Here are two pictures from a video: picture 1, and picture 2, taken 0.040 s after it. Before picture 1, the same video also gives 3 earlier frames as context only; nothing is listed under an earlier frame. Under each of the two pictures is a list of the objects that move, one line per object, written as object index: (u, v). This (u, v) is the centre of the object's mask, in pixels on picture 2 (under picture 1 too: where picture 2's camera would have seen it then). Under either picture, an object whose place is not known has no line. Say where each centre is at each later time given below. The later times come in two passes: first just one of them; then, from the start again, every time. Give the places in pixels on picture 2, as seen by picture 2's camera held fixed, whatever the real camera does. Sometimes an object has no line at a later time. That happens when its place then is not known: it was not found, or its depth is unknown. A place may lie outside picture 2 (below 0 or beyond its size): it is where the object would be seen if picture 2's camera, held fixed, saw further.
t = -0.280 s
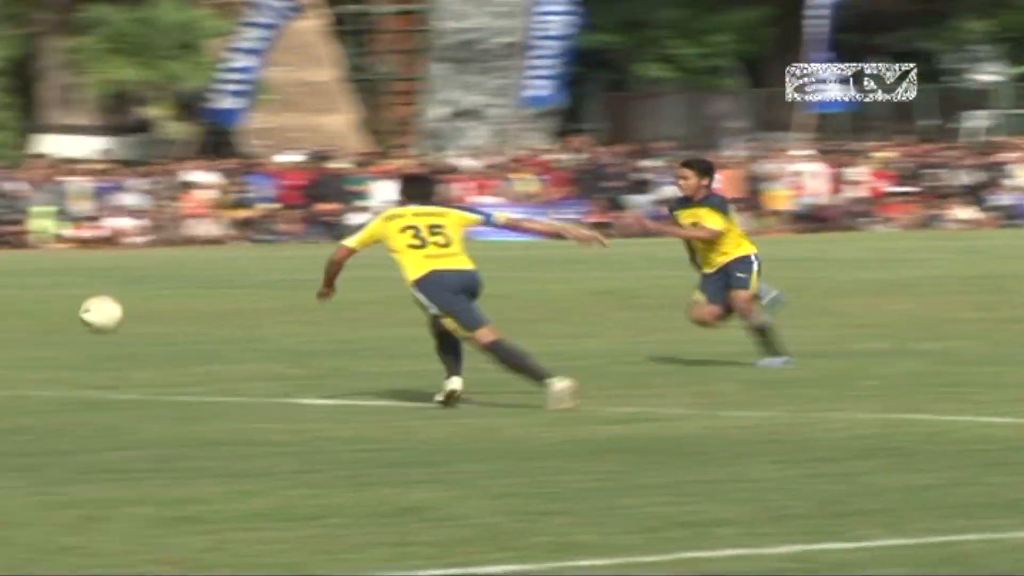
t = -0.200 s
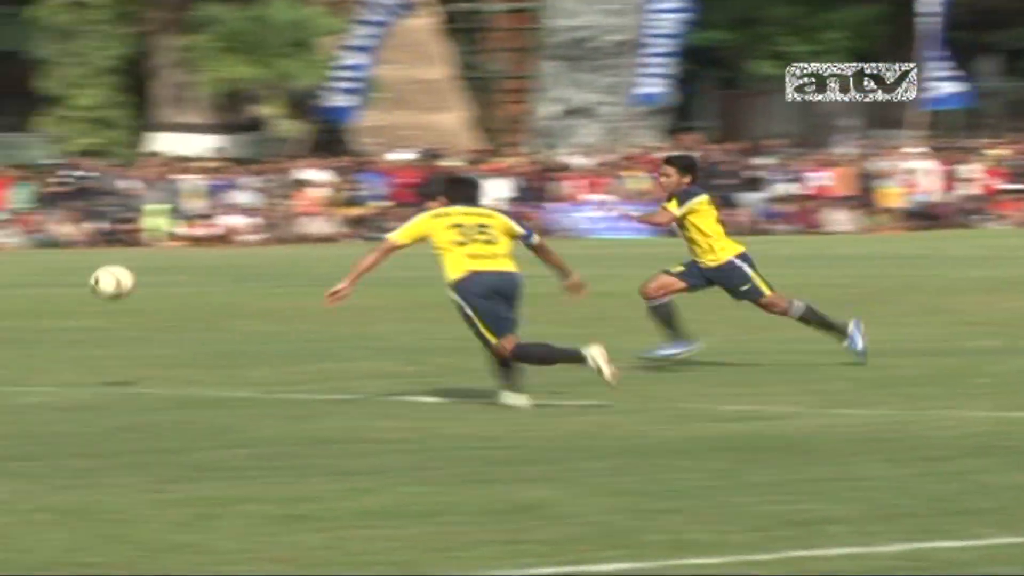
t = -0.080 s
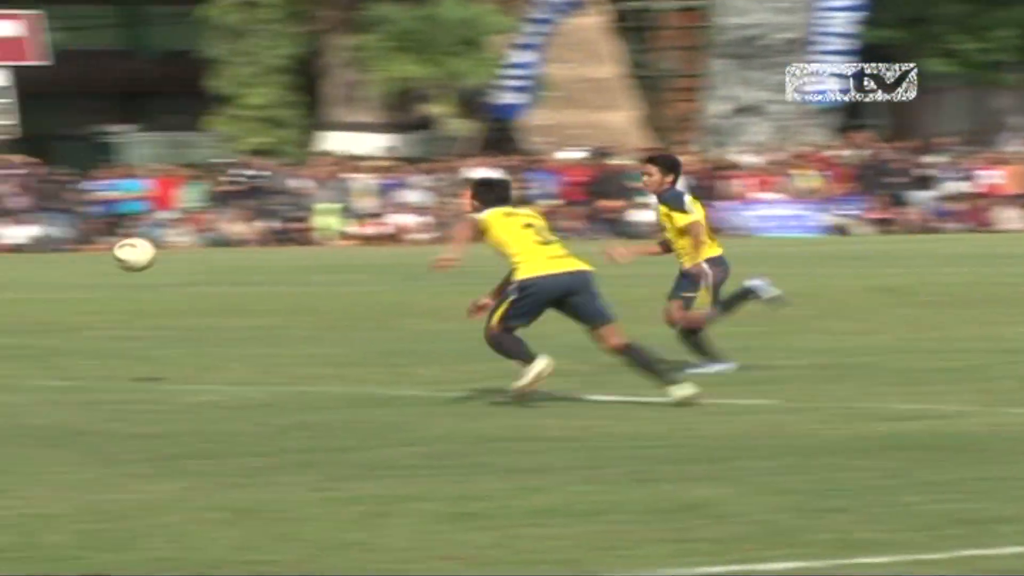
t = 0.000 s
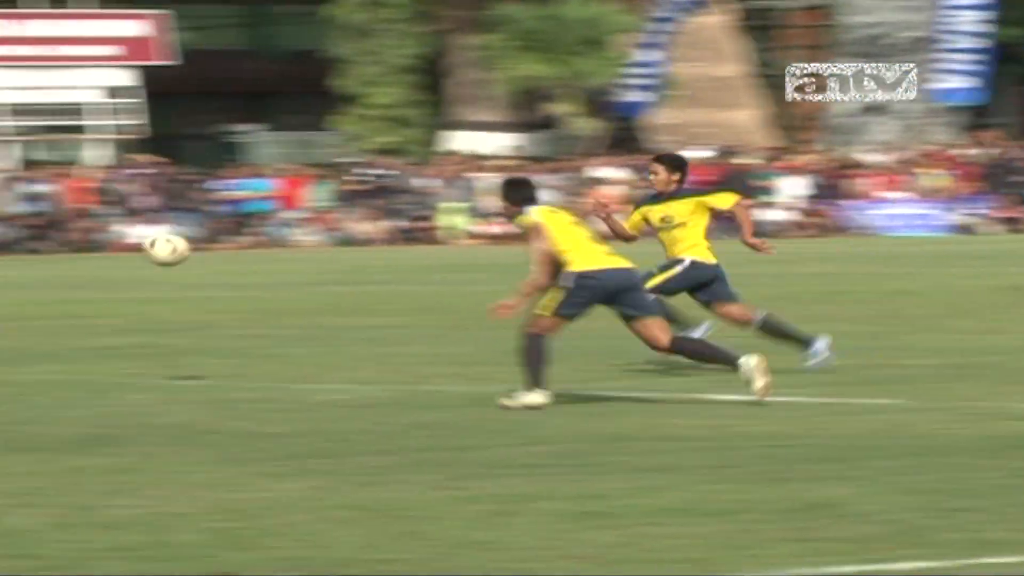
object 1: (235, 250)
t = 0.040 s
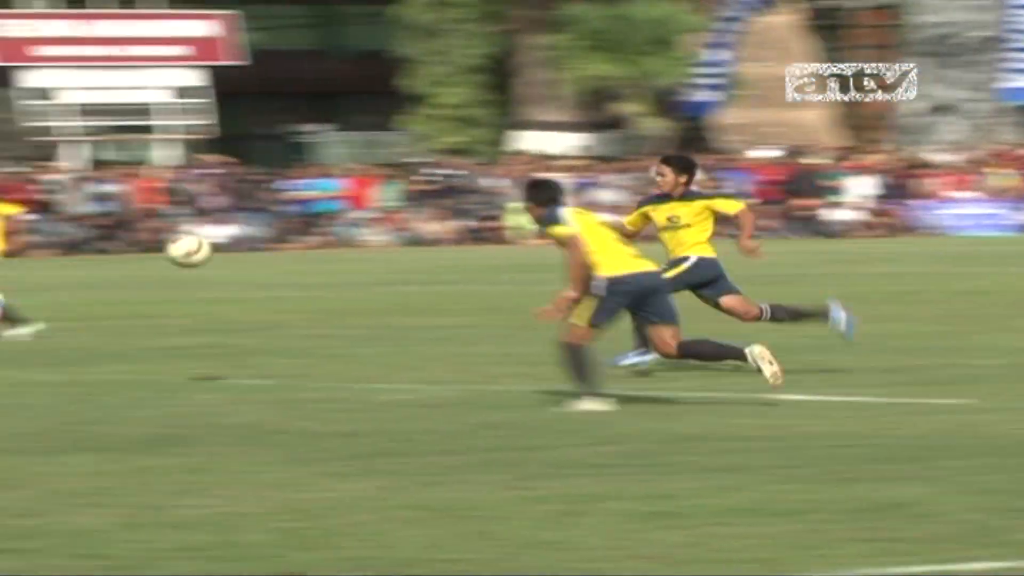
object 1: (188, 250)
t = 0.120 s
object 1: (97, 261)
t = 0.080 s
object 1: (142, 255)
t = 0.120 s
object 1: (97, 261)
